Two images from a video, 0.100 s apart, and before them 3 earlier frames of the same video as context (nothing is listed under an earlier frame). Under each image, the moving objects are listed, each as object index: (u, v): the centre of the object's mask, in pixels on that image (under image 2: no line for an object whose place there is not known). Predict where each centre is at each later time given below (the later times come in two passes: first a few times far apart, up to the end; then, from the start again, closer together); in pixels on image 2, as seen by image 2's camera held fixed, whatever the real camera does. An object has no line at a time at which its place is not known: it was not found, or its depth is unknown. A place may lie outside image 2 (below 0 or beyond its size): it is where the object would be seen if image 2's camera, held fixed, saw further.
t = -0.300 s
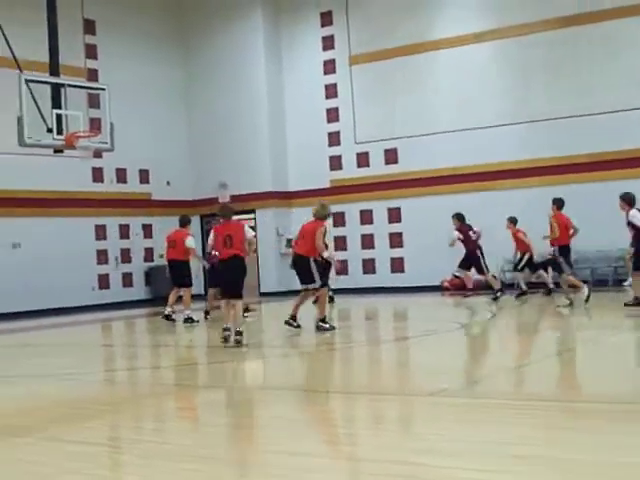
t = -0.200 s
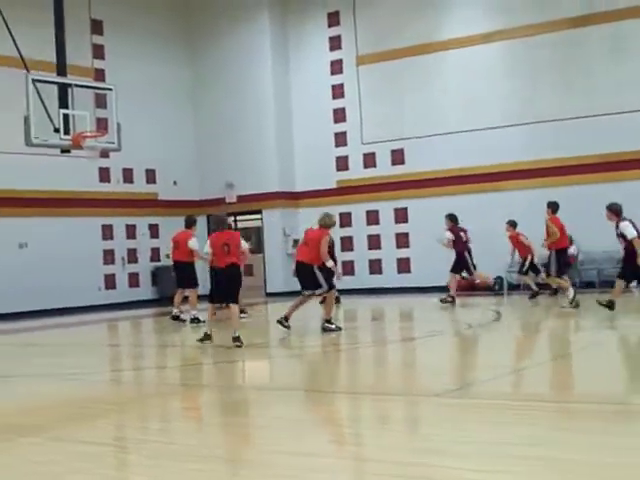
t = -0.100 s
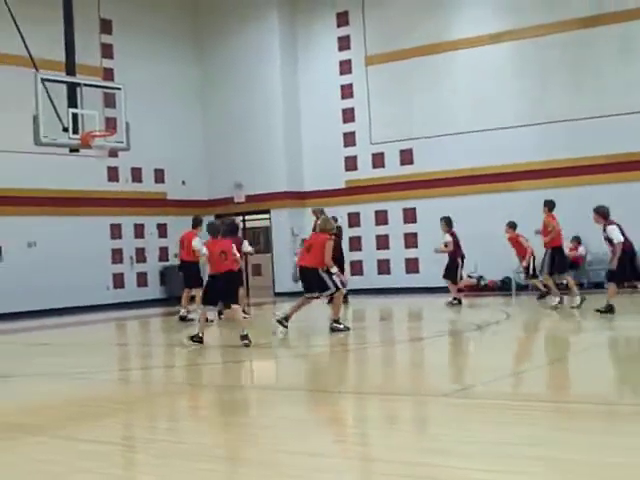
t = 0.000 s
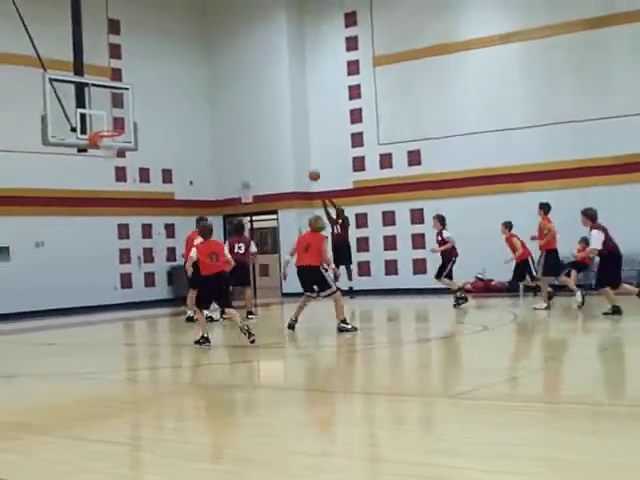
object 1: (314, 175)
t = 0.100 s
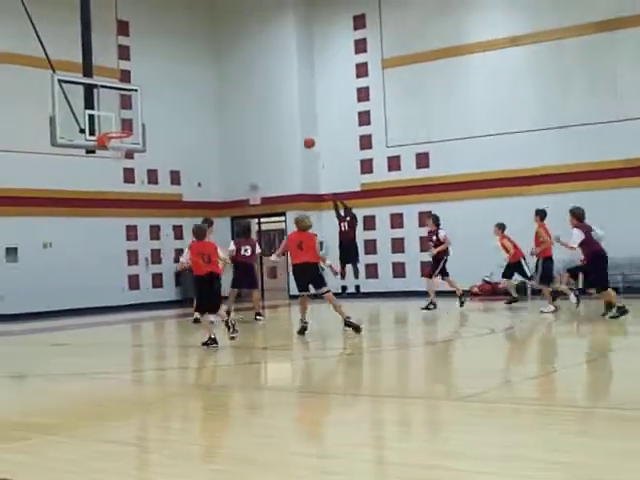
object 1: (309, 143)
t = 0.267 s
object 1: (286, 94)
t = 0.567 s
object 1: (245, 38)
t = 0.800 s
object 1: (214, 25)
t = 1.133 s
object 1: (163, 59)
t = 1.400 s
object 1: (123, 121)
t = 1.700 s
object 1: (85, 96)
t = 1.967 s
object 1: (61, 112)
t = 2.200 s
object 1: (65, 145)
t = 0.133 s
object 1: (304, 133)
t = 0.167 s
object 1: (299, 122)
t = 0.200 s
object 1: (295, 112)
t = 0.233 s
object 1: (291, 103)
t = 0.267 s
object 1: (286, 94)
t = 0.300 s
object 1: (282, 86)
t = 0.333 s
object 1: (277, 78)
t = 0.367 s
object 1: (273, 71)
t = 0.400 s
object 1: (268, 65)
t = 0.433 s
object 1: (264, 58)
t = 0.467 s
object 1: (259, 52)
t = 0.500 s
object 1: (254, 47)
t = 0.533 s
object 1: (250, 43)
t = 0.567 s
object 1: (245, 38)
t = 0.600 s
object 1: (242, 36)
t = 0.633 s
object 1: (236, 32)
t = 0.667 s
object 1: (231, 28)
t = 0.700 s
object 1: (227, 27)
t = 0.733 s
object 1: (222, 26)
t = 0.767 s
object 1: (217, 25)
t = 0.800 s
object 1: (214, 25)
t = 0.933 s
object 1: (194, 31)
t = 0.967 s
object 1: (189, 33)
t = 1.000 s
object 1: (184, 37)
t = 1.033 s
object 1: (177, 43)
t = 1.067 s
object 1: (173, 48)
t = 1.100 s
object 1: (168, 53)
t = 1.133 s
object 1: (163, 59)
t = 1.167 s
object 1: (158, 67)
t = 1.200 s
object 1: (153, 74)
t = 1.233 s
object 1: (148, 84)
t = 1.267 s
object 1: (143, 93)
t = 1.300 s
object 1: (137, 104)
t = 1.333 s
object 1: (131, 114)
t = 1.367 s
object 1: (126, 125)
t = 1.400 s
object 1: (123, 121)
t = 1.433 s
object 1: (119, 116)
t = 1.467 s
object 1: (115, 110)
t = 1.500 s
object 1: (110, 106)
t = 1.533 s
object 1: (105, 103)
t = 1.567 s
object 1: (102, 101)
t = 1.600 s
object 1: (98, 98)
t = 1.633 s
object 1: (94, 96)
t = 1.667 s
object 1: (89, 95)
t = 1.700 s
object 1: (85, 96)
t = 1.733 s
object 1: (81, 96)
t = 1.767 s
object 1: (77, 98)
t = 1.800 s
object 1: (73, 100)
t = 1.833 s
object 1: (68, 102)
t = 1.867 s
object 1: (64, 106)
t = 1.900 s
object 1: (61, 111)
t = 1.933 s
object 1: (61, 111)
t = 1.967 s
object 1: (61, 112)
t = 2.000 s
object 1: (61, 115)
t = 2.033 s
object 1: (62, 118)
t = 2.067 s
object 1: (63, 122)
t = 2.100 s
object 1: (64, 127)
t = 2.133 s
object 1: (65, 132)
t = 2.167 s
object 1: (65, 138)
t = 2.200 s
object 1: (65, 145)
